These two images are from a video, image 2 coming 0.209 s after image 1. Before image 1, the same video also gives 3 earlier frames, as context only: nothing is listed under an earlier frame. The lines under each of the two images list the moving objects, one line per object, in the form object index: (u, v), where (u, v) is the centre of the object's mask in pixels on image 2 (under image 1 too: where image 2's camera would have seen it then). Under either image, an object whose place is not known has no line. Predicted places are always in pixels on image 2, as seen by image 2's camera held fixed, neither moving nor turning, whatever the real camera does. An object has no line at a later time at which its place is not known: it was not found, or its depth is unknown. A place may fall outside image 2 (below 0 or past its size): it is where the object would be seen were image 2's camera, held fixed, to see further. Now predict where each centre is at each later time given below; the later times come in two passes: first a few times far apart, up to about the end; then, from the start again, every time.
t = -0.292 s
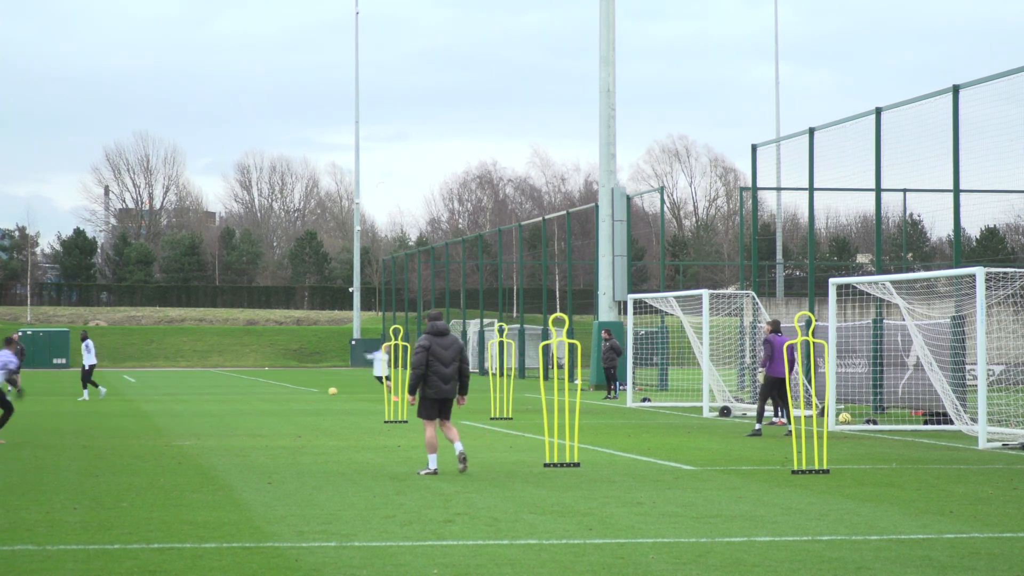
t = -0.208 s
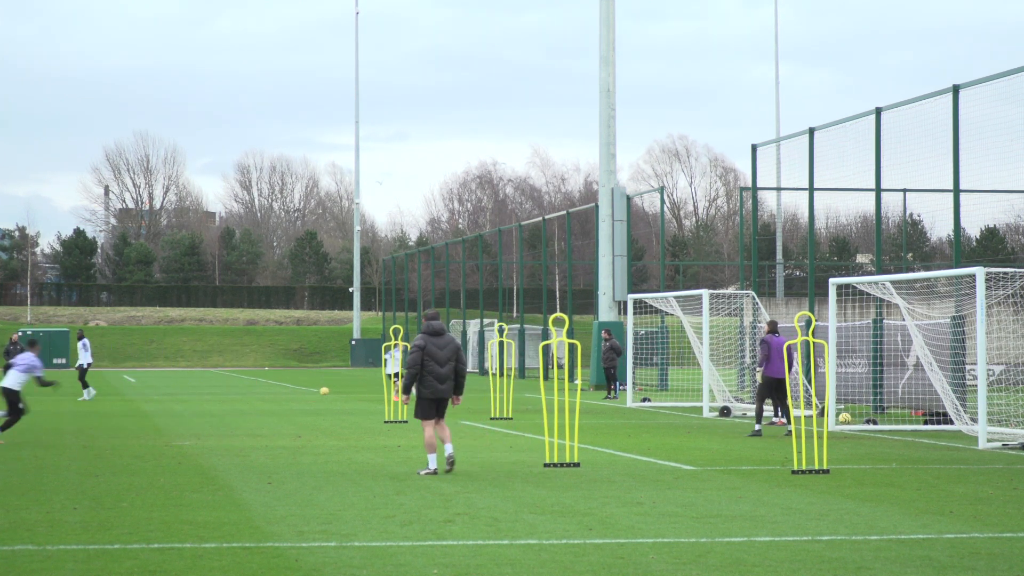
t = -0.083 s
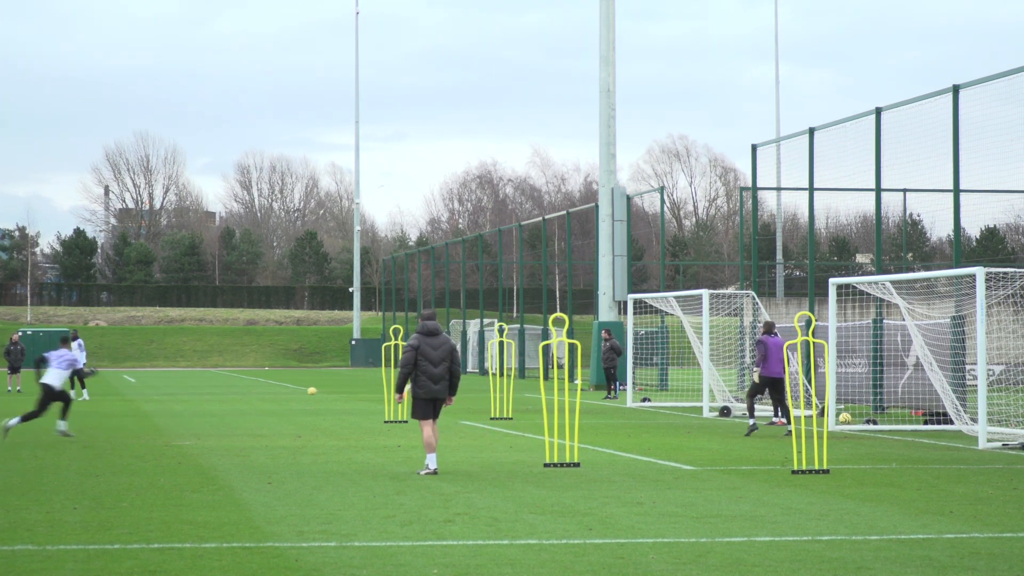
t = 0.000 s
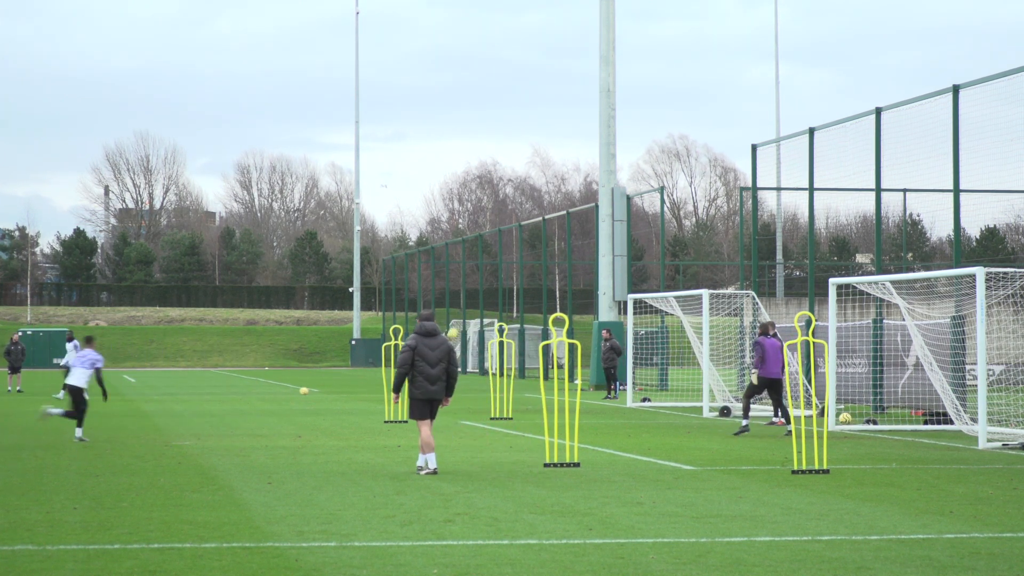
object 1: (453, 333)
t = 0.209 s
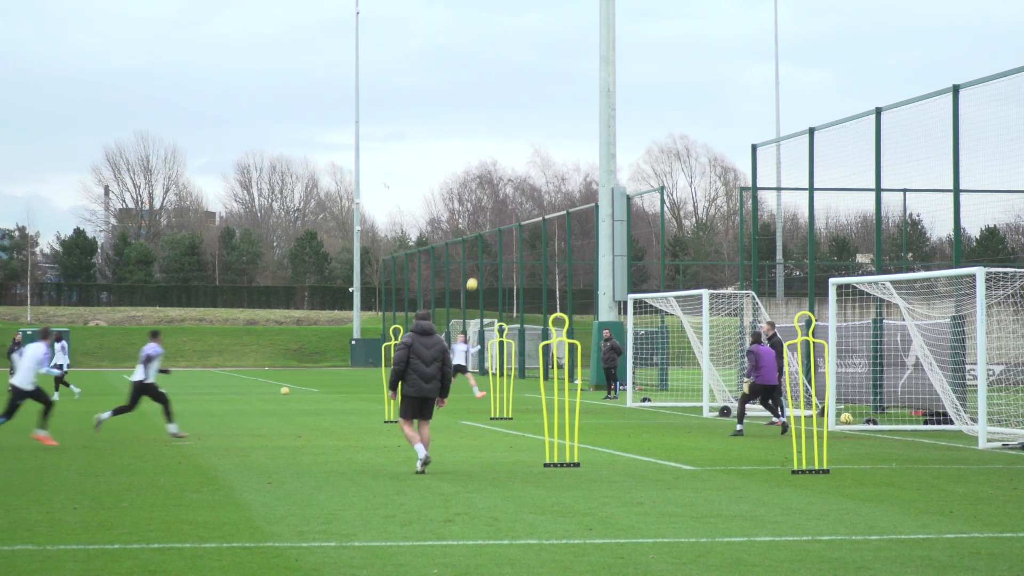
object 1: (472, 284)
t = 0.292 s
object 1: (477, 267)
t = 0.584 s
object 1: (484, 217)
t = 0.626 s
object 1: (484, 212)
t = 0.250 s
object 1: (475, 275)
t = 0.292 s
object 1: (477, 267)
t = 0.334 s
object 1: (479, 258)
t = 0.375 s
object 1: (481, 250)
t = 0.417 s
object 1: (482, 243)
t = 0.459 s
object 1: (483, 236)
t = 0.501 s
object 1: (484, 229)
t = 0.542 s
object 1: (484, 223)
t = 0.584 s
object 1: (484, 217)
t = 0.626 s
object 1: (484, 212)
